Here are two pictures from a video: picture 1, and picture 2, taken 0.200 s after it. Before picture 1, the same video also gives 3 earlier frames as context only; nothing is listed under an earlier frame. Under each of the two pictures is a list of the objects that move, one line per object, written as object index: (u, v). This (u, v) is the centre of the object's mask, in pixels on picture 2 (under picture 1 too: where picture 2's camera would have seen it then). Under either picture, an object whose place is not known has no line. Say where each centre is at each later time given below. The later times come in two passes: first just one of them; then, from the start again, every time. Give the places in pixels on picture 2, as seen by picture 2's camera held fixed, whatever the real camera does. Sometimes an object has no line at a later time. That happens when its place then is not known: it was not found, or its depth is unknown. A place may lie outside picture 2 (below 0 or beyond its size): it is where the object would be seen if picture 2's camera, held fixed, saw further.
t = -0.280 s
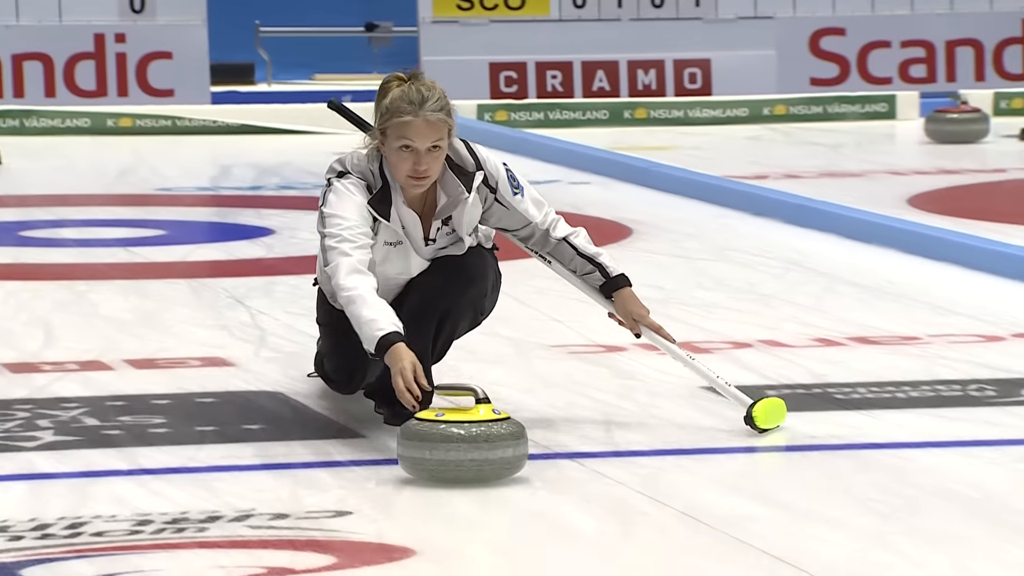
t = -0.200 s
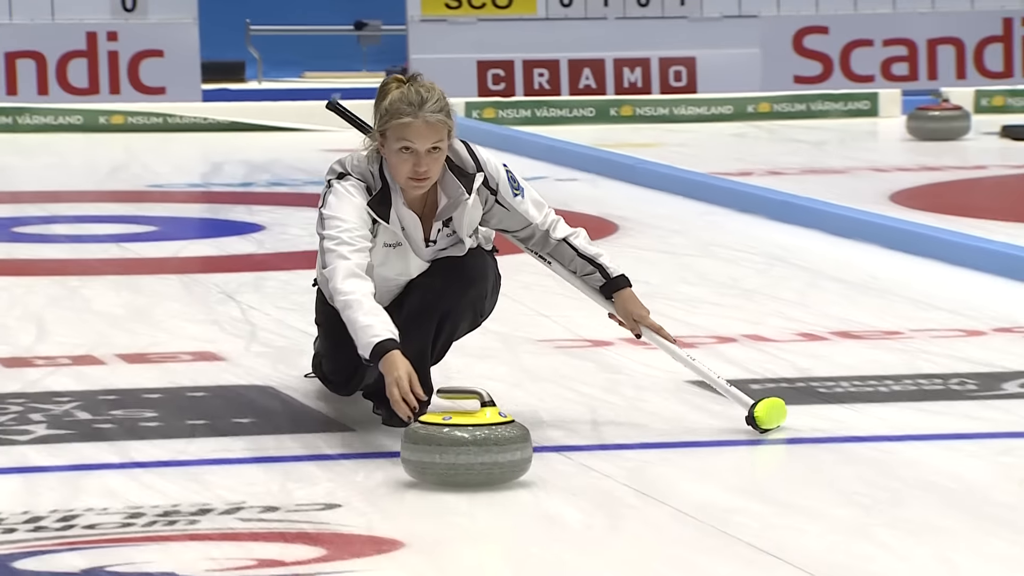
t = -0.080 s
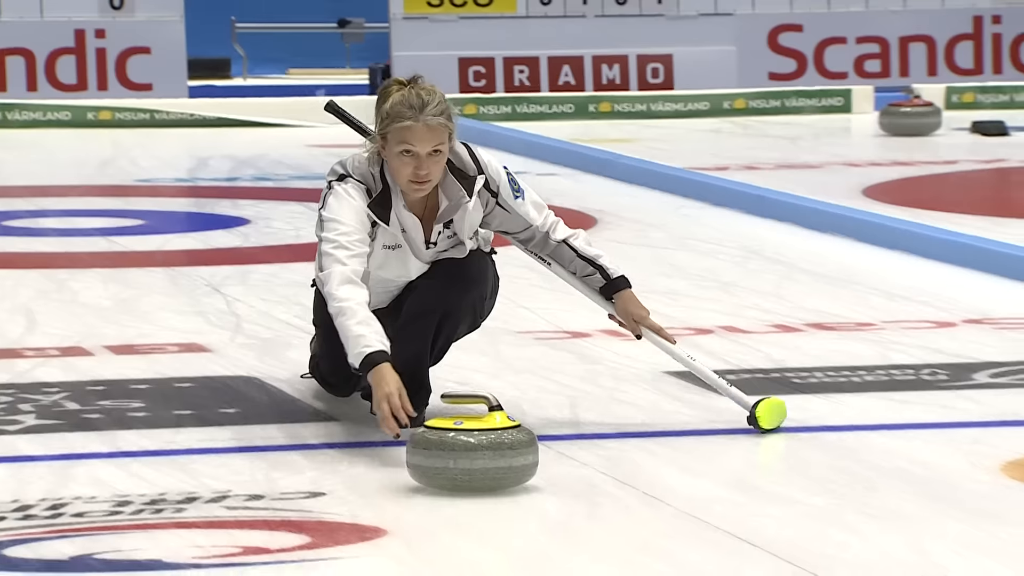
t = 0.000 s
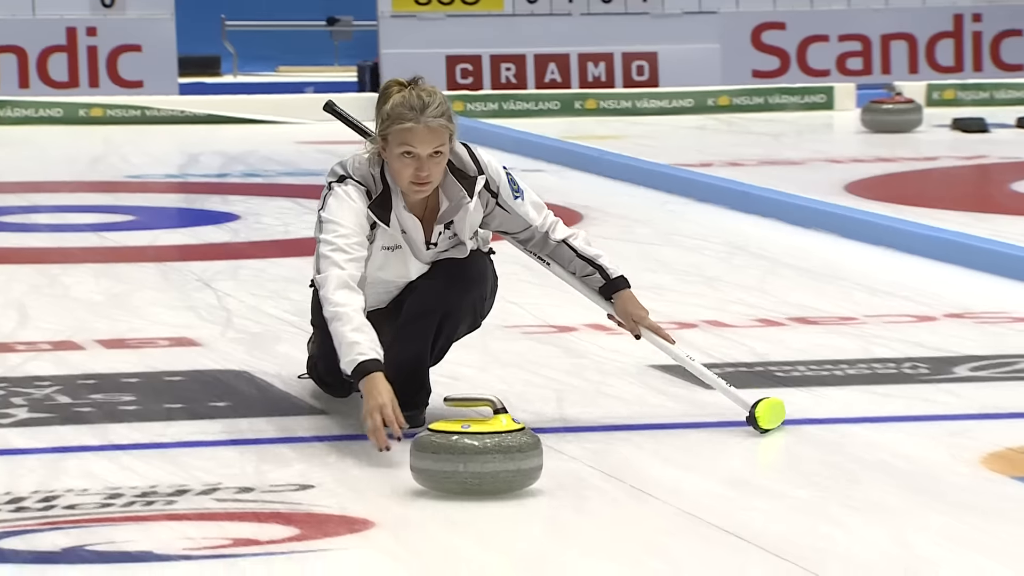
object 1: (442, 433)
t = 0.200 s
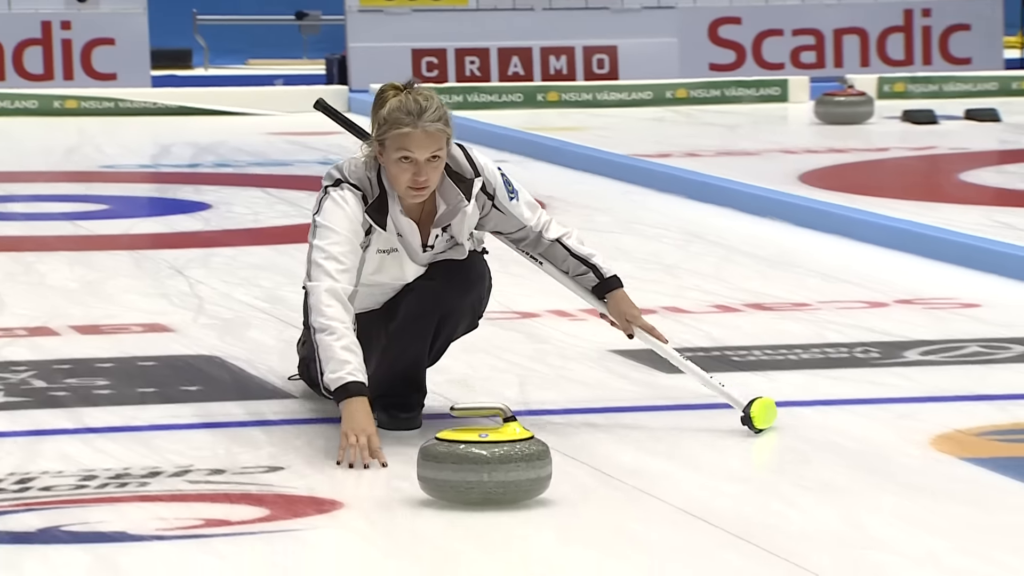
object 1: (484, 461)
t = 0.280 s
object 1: (503, 473)
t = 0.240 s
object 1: (494, 467)
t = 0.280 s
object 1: (503, 473)
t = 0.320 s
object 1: (513, 480)
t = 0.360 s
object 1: (522, 487)
